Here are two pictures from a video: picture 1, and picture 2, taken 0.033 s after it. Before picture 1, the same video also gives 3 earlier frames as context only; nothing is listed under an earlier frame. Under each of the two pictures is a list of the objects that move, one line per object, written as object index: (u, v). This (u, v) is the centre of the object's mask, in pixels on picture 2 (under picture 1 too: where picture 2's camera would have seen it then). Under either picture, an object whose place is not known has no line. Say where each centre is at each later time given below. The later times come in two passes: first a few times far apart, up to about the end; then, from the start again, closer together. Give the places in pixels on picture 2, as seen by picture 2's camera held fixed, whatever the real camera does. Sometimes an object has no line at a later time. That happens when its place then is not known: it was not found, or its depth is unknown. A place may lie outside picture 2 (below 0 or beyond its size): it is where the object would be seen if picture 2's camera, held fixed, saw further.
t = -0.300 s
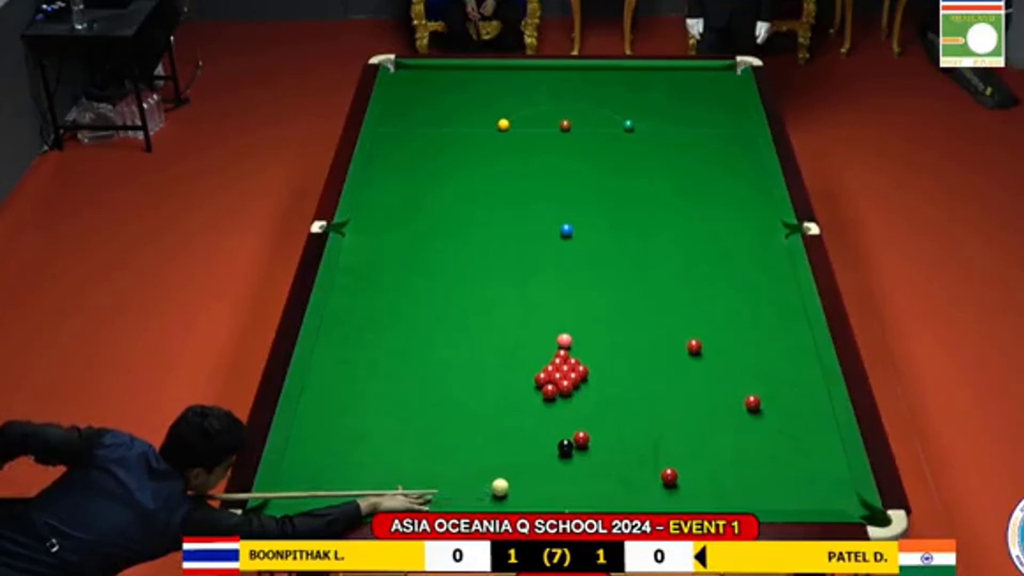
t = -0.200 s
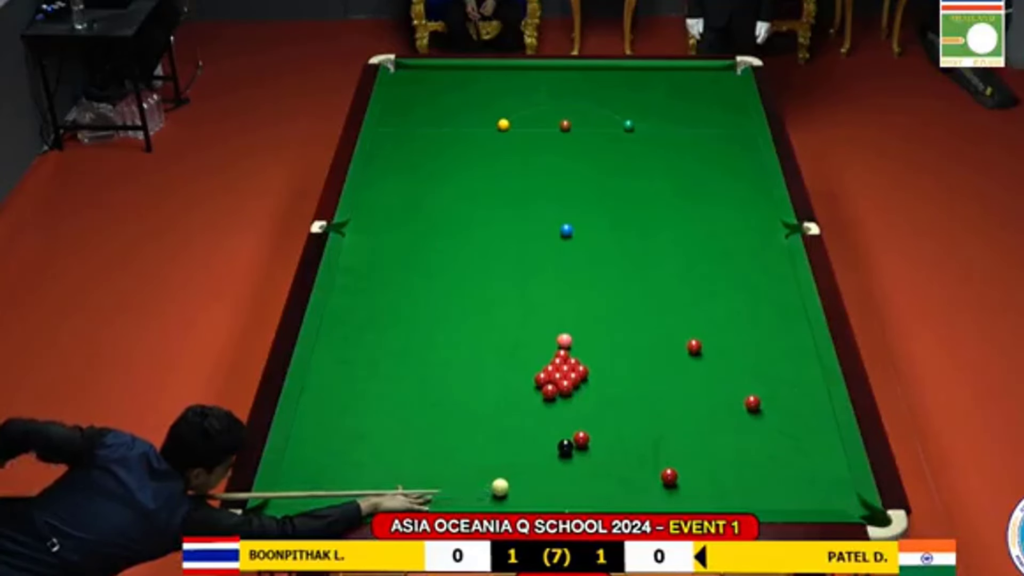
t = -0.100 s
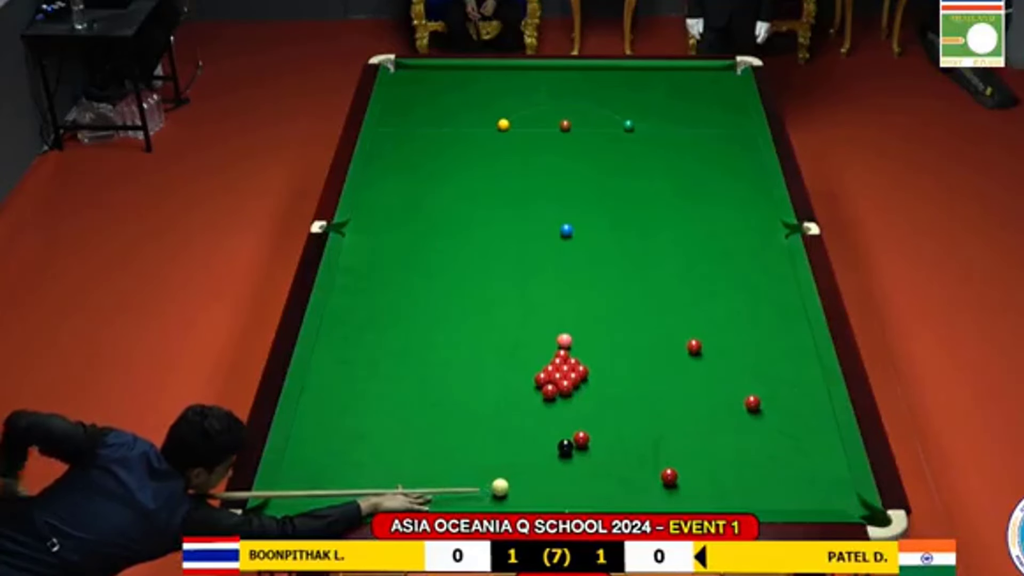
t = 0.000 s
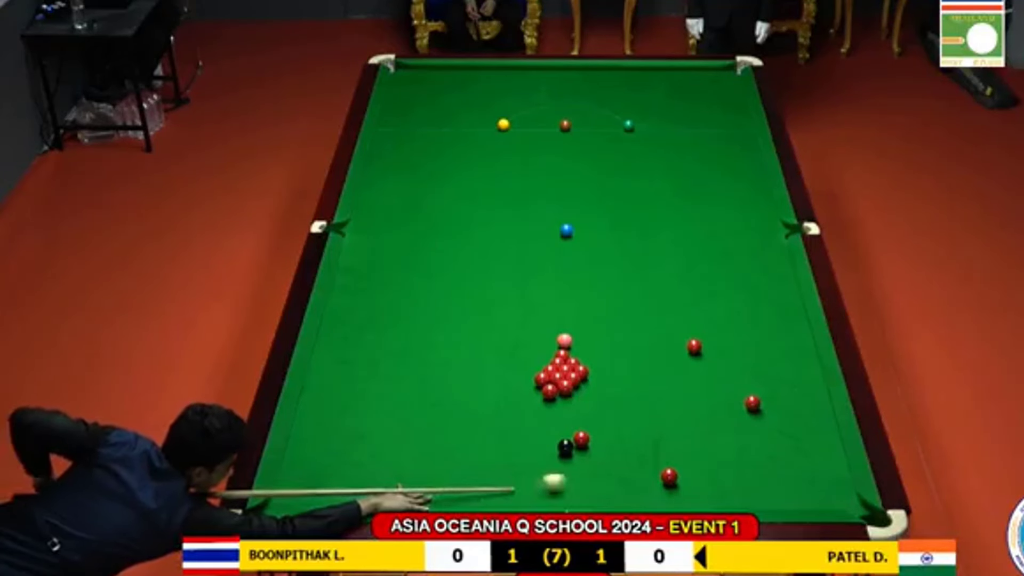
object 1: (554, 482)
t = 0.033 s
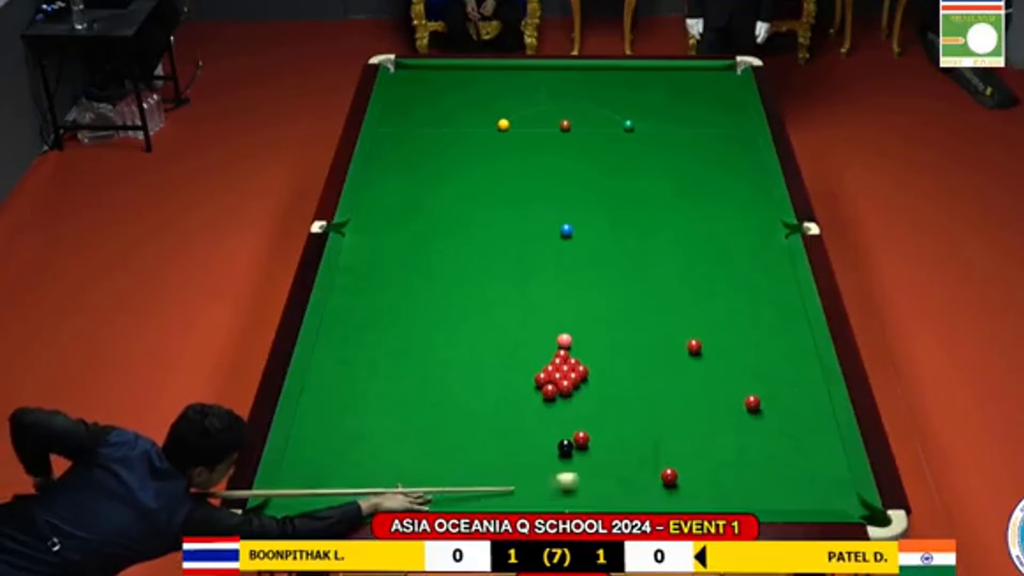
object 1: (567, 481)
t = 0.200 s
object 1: (655, 469)
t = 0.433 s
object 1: (658, 451)
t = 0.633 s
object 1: (659, 437)
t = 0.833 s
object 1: (662, 425)
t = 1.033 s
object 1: (663, 414)
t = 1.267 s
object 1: (666, 401)
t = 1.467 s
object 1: (668, 392)
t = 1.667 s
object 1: (669, 383)
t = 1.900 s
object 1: (671, 374)
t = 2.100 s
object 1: (673, 367)
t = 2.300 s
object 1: (674, 361)
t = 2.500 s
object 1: (676, 355)
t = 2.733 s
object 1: (677, 349)
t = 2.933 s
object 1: (678, 345)
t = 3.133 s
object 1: (679, 342)
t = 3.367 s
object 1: (680, 338)
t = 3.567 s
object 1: (681, 335)
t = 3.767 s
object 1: (682, 334)
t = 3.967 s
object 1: (683, 332)
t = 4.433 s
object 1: (683, 331)
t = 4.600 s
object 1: (683, 331)
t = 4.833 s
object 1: (683, 331)
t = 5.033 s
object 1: (683, 331)
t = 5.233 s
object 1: (683, 331)
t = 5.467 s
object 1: (683, 331)
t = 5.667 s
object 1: (683, 331)
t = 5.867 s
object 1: (683, 331)
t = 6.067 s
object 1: (683, 331)
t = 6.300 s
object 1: (682, 331)
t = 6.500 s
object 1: (682, 331)
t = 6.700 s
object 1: (682, 331)
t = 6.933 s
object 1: (682, 331)
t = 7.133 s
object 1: (683, 331)
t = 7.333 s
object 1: (683, 331)
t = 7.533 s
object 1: (682, 331)
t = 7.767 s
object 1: (683, 331)
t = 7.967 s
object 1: (683, 331)
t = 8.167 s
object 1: (682, 331)
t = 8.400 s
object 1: (682, 331)
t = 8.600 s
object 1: (682, 331)
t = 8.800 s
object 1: (682, 331)
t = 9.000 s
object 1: (682, 331)
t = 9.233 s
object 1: (682, 331)
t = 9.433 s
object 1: (682, 331)
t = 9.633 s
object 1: (682, 331)
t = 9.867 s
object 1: (682, 331)
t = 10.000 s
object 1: (682, 331)
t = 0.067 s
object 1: (593, 479)
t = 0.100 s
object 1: (618, 476)
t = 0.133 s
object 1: (629, 475)
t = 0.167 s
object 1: (651, 473)
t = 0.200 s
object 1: (655, 469)
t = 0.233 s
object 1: (655, 467)
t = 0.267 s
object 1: (657, 463)
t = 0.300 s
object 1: (657, 460)
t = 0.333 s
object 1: (657, 458)
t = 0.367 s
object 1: (657, 455)
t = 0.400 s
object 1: (657, 452)
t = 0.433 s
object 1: (658, 451)
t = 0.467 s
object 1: (658, 448)
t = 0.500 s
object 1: (658, 446)
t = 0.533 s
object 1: (659, 444)
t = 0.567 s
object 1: (659, 441)
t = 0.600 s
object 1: (659, 439)
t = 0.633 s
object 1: (659, 437)
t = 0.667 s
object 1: (660, 435)
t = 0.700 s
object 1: (660, 432)
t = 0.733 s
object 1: (660, 431)
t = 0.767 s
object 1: (661, 429)
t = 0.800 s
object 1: (661, 426)
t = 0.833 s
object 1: (662, 425)
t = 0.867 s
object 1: (662, 423)
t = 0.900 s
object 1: (662, 420)
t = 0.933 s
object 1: (662, 419)
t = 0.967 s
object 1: (663, 417)
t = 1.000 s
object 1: (663, 415)
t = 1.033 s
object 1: (663, 414)
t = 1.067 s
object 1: (664, 412)
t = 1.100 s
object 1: (664, 409)
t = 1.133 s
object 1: (664, 409)
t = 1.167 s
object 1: (665, 406)
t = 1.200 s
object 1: (665, 404)
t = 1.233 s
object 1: (665, 403)
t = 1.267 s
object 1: (666, 401)
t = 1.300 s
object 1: (666, 399)
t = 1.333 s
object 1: (666, 399)
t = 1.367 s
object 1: (667, 396)
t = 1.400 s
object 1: (667, 395)
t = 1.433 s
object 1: (667, 394)
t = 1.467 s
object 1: (668, 392)
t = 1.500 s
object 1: (668, 390)
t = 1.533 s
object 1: (668, 389)
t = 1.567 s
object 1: (668, 388)
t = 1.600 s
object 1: (669, 386)
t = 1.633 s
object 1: (669, 385)
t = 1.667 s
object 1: (669, 383)
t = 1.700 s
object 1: (669, 382)
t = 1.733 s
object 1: (670, 381)
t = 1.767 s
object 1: (670, 379)
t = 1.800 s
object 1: (670, 378)
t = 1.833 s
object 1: (670, 377)
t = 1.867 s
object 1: (671, 375)
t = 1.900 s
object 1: (671, 374)
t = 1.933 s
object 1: (671, 373)
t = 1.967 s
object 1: (672, 372)
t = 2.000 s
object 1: (672, 370)
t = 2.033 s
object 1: (672, 370)
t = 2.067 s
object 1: (673, 368)
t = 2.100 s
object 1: (673, 367)
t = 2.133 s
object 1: (673, 366)
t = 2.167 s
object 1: (673, 365)
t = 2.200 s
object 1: (674, 364)
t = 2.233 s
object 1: (674, 363)
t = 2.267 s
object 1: (674, 362)
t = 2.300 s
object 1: (674, 361)
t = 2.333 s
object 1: (674, 360)
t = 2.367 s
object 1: (675, 359)
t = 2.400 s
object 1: (675, 358)
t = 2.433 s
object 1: (675, 357)
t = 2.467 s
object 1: (675, 356)
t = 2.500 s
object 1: (676, 355)
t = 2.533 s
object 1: (676, 355)
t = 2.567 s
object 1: (676, 354)
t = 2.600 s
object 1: (676, 352)
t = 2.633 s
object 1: (677, 352)
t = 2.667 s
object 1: (677, 351)
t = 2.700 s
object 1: (677, 350)
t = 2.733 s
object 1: (677, 349)
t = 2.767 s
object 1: (677, 349)
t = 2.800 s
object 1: (678, 348)
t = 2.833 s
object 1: (678, 347)
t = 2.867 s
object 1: (678, 347)
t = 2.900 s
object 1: (678, 346)
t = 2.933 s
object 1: (678, 345)
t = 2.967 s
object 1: (678, 345)
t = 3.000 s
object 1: (679, 344)
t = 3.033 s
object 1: (679, 344)
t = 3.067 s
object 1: (679, 343)
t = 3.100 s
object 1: (679, 342)
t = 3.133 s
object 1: (679, 342)
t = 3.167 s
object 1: (679, 341)
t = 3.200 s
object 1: (680, 340)
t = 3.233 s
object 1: (680, 340)
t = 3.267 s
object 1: (680, 339)
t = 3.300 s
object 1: (680, 339)
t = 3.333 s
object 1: (680, 338)
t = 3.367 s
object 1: (680, 338)
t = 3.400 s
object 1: (681, 337)
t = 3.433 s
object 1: (681, 337)
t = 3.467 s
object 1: (681, 337)
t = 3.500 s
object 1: (681, 336)
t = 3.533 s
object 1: (681, 336)
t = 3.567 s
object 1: (681, 335)
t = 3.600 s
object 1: (681, 335)
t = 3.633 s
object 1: (682, 334)
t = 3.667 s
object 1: (682, 334)
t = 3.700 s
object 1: (682, 334)
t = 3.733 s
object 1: (682, 334)
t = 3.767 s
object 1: (682, 334)
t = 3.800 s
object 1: (682, 333)
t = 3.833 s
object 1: (682, 333)
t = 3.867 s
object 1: (682, 333)
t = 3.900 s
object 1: (682, 333)
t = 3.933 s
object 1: (682, 332)
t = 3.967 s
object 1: (683, 332)
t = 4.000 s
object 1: (682, 332)
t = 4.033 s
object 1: (682, 332)
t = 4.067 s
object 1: (683, 332)
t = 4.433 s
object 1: (683, 331)
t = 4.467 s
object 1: (683, 331)
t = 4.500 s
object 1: (683, 331)
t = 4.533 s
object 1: (683, 331)
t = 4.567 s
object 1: (683, 331)
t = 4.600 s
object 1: (683, 331)
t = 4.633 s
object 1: (683, 331)
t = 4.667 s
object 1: (683, 331)
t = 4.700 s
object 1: (683, 331)
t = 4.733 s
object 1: (683, 331)
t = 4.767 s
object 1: (683, 331)
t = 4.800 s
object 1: (683, 331)
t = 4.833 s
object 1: (683, 331)
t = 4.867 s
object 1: (683, 331)
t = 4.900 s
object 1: (683, 331)
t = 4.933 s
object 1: (683, 331)
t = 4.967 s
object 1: (683, 331)
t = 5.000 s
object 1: (683, 331)
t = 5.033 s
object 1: (683, 331)
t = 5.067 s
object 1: (683, 331)
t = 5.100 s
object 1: (683, 331)
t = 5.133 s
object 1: (683, 331)
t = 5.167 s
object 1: (683, 331)
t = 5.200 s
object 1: (683, 331)
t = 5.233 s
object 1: (683, 331)
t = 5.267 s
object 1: (683, 331)
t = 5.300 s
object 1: (683, 331)
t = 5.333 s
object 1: (683, 331)
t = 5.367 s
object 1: (683, 331)
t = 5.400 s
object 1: (683, 331)
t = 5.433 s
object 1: (683, 331)
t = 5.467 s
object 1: (683, 331)
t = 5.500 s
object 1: (683, 331)
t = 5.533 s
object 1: (683, 331)
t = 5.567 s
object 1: (683, 331)
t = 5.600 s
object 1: (683, 331)
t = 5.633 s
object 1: (683, 331)
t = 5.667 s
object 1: (683, 331)
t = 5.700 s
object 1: (683, 331)
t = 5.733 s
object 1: (683, 331)
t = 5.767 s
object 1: (683, 331)
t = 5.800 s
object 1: (683, 331)
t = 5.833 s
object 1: (683, 331)
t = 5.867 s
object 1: (683, 331)
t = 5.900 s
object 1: (683, 331)
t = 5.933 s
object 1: (683, 331)
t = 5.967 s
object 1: (683, 331)
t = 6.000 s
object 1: (683, 331)
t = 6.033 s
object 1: (683, 331)
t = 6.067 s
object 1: (683, 331)
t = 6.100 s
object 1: (683, 331)
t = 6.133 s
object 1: (683, 331)
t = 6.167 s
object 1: (683, 331)
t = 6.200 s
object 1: (683, 331)
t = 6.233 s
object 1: (683, 331)
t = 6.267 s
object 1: (683, 331)
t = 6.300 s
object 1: (682, 331)
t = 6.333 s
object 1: (682, 331)
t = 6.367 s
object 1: (682, 331)
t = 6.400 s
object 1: (683, 331)
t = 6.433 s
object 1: (682, 331)
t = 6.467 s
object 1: (682, 331)
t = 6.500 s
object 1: (682, 331)
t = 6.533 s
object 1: (682, 331)
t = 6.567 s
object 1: (682, 331)
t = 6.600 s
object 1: (682, 331)
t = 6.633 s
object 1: (682, 331)
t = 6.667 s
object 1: (682, 331)
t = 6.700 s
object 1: (682, 331)
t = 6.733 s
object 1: (682, 331)
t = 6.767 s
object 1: (682, 331)
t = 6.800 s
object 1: (682, 331)
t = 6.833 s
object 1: (682, 331)
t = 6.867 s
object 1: (682, 331)
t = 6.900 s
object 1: (682, 331)
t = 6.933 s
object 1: (682, 331)
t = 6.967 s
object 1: (682, 331)
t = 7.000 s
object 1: (682, 331)
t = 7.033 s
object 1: (683, 331)
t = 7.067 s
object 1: (683, 331)
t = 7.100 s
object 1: (683, 331)
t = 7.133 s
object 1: (683, 331)
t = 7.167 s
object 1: (683, 331)
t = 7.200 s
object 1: (683, 331)
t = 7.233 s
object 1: (683, 331)
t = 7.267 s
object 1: (683, 331)
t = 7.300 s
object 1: (683, 331)
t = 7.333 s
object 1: (683, 331)
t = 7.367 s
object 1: (682, 331)
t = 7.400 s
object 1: (682, 331)
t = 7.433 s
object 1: (683, 331)
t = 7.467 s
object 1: (682, 331)
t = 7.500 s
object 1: (682, 331)
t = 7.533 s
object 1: (682, 331)
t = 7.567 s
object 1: (683, 331)
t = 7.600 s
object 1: (683, 331)
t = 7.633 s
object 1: (683, 331)
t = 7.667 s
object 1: (683, 331)
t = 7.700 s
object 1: (683, 331)
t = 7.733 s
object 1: (683, 331)
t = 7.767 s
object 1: (683, 331)
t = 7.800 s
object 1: (683, 331)
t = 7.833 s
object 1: (683, 331)
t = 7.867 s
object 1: (683, 331)
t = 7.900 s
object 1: (683, 331)
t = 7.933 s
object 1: (682, 331)
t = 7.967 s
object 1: (683, 331)
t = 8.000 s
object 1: (683, 331)
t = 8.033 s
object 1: (682, 331)
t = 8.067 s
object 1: (683, 331)
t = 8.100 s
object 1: (683, 331)
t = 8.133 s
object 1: (682, 331)
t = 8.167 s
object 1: (682, 331)
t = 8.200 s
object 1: (682, 331)
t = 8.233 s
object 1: (682, 331)
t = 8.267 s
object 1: (683, 331)
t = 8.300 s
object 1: (682, 331)
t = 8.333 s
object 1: (682, 331)
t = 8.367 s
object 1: (682, 331)
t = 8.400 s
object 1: (682, 331)
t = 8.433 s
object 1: (682, 331)
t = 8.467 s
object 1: (682, 331)
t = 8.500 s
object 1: (682, 331)
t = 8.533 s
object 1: (682, 331)
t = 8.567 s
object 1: (682, 331)
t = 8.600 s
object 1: (682, 331)
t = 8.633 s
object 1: (682, 331)
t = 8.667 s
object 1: (682, 331)
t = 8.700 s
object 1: (682, 331)
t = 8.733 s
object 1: (682, 331)
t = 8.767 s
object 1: (682, 331)
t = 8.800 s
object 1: (682, 331)
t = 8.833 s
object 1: (682, 331)
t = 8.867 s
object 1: (682, 331)
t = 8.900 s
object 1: (682, 331)
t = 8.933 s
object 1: (682, 331)
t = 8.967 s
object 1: (682, 331)
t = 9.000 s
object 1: (682, 331)
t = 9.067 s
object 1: (682, 331)
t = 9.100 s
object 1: (682, 331)
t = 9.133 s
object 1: (682, 331)
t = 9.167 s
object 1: (682, 331)
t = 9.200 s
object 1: (682, 331)
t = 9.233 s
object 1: (682, 331)
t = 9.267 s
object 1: (682, 331)
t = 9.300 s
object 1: (682, 331)
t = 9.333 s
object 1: (682, 331)
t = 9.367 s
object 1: (682, 331)
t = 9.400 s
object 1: (682, 331)
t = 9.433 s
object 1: (682, 331)
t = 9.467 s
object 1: (682, 331)
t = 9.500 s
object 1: (682, 331)
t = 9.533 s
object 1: (682, 331)
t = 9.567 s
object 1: (682, 331)
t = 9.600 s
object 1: (682, 331)
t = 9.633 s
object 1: (682, 331)
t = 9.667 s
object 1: (682, 331)
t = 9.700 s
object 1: (682, 331)
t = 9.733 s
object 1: (682, 331)
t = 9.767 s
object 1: (682, 331)
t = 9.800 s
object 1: (682, 331)
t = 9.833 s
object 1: (682, 331)
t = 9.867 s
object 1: (682, 331)
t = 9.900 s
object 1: (682, 331)
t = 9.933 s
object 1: (682, 331)
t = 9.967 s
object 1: (682, 331)
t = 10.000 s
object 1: (682, 331)
